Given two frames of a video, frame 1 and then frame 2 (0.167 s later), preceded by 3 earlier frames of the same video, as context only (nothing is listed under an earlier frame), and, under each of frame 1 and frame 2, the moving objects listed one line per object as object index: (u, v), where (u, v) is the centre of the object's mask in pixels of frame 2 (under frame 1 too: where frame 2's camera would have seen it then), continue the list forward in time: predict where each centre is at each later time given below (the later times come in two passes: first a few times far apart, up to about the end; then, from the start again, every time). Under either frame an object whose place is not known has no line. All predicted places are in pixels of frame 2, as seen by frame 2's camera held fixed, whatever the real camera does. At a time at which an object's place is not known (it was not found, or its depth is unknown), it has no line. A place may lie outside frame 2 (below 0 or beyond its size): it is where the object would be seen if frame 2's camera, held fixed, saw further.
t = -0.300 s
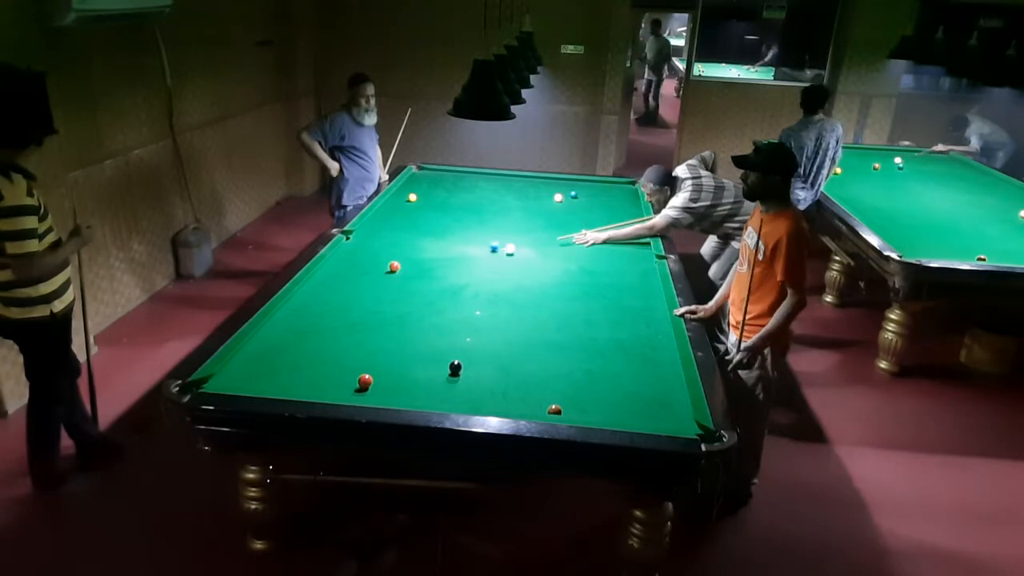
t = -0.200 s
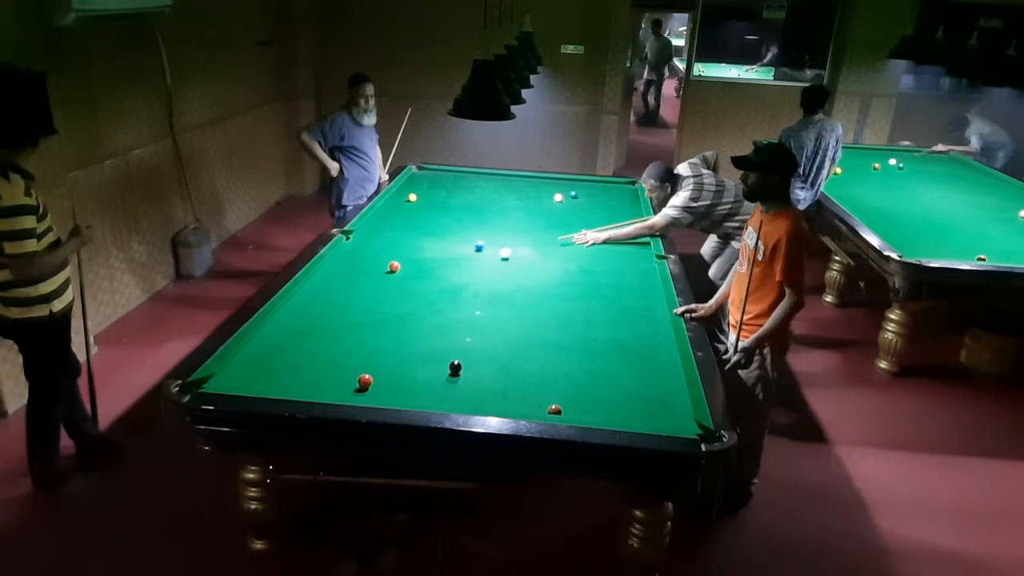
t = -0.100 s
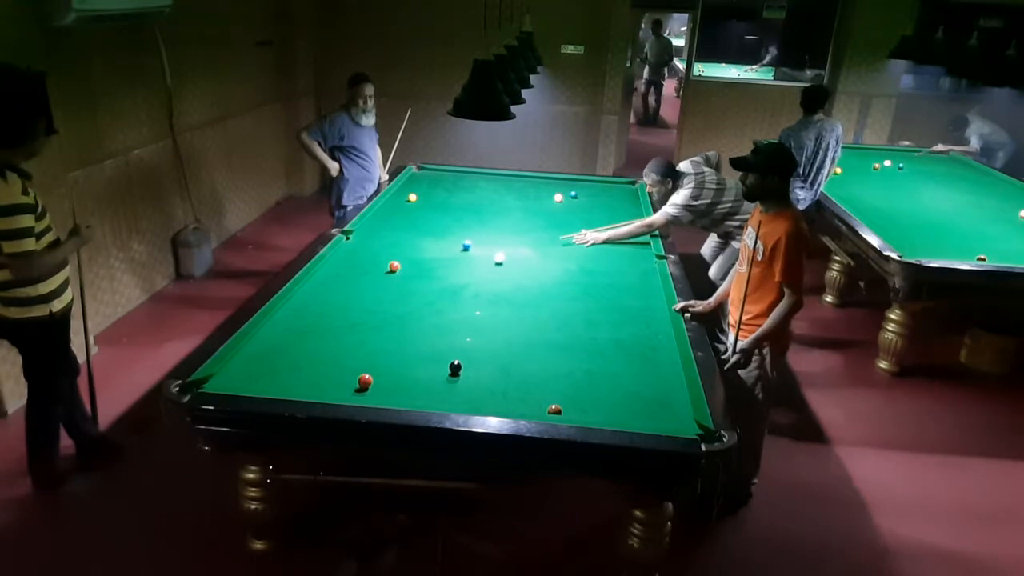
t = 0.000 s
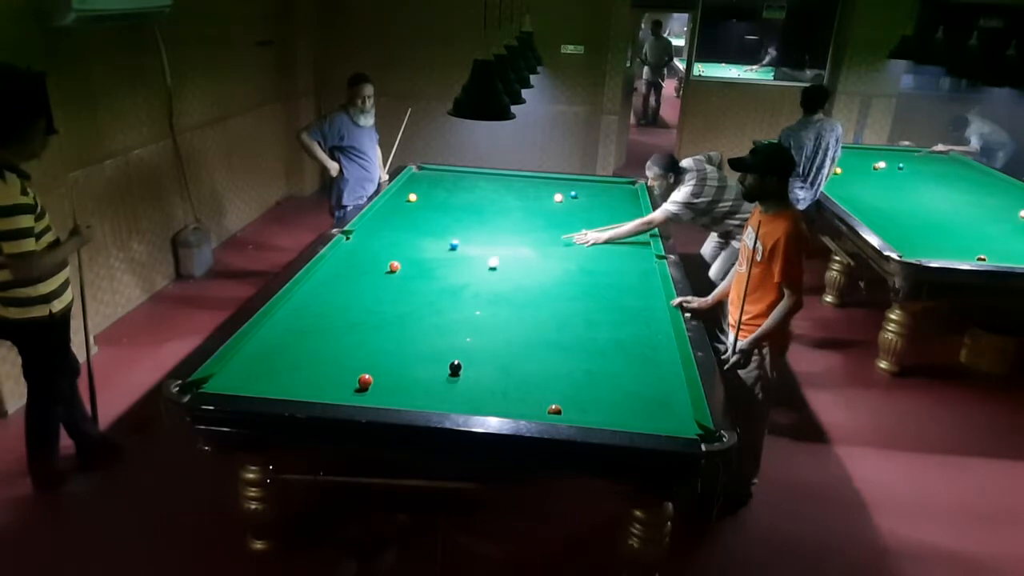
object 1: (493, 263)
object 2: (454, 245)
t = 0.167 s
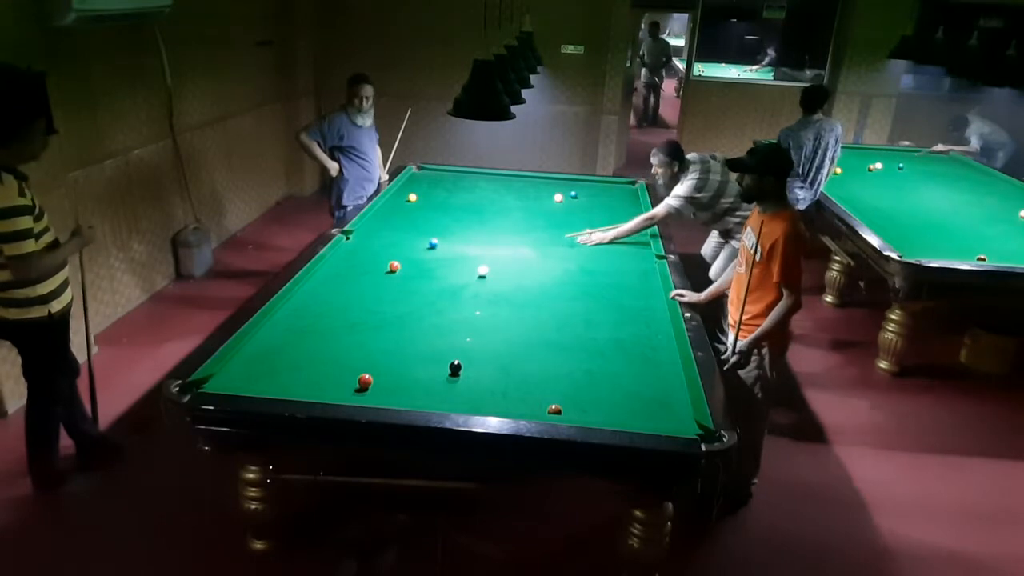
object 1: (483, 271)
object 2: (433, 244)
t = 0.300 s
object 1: (474, 278)
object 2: (417, 243)
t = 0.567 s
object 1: (457, 292)
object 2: (387, 241)
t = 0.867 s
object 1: (436, 309)
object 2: (353, 239)
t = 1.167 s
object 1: (414, 327)
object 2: (365, 237)
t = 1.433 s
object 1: (393, 343)
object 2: (379, 235)
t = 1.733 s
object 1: (368, 364)
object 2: (392, 233)
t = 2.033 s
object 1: (341, 384)
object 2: (403, 232)
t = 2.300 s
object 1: (332, 384)
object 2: (412, 230)
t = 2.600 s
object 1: (334, 369)
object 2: (420, 230)
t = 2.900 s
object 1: (334, 357)
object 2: (427, 229)
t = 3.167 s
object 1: (335, 348)
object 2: (431, 228)
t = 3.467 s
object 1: (336, 339)
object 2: (435, 228)
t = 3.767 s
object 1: (337, 332)
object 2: (437, 228)
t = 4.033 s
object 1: (337, 327)
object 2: (438, 229)
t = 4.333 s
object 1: (338, 322)
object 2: (438, 228)
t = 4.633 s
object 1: (338, 319)
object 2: (438, 229)
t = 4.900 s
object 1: (338, 317)
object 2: (438, 229)
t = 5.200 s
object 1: (338, 315)
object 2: (438, 229)
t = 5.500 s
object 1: (338, 315)
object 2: (438, 228)
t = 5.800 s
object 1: (339, 314)
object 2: (438, 228)
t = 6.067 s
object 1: (339, 314)
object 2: (438, 228)
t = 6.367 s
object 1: (339, 314)
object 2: (438, 229)
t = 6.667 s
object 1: (339, 314)
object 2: (438, 229)
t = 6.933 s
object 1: (339, 314)
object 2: (438, 228)
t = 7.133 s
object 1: (339, 314)
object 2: (438, 228)
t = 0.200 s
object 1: (481, 273)
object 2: (429, 244)
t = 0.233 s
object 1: (479, 275)
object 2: (425, 243)
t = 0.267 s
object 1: (476, 276)
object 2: (421, 243)
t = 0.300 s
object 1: (474, 278)
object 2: (417, 243)
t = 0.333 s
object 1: (472, 279)
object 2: (413, 242)
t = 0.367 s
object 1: (470, 281)
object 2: (409, 242)
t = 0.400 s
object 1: (467, 283)
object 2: (406, 242)
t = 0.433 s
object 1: (466, 285)
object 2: (401, 242)
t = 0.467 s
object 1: (463, 287)
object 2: (397, 242)
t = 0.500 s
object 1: (461, 288)
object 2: (394, 242)
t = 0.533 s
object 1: (459, 290)
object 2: (390, 241)
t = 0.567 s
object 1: (457, 292)
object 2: (387, 241)
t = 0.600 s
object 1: (454, 294)
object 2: (383, 241)
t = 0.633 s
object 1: (452, 296)
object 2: (379, 241)
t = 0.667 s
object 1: (450, 298)
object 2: (376, 241)
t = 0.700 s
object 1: (447, 300)
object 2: (371, 240)
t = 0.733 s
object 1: (445, 302)
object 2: (368, 240)
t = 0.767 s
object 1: (442, 304)
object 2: (365, 240)
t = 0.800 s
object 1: (440, 306)
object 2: (361, 240)
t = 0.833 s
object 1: (438, 308)
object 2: (357, 239)
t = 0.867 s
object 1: (436, 309)
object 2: (353, 239)
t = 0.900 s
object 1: (433, 312)
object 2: (350, 239)
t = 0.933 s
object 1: (431, 312)
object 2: (352, 239)
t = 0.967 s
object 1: (428, 316)
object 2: (354, 238)
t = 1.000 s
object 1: (426, 317)
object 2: (356, 238)
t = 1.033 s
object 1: (424, 319)
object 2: (357, 238)
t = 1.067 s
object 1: (422, 321)
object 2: (359, 238)
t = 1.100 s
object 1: (419, 323)
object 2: (362, 237)
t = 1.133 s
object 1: (416, 324)
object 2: (363, 237)
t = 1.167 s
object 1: (414, 327)
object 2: (365, 237)
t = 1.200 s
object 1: (411, 329)
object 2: (367, 237)
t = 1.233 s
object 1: (409, 331)
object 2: (368, 236)
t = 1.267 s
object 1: (406, 333)
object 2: (370, 236)
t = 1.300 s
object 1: (404, 335)
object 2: (372, 236)
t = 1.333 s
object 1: (401, 337)
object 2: (374, 236)
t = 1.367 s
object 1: (398, 339)
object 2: (375, 236)
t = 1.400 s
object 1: (396, 341)
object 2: (377, 235)
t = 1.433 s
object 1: (393, 343)
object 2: (379, 235)
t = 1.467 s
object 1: (391, 345)
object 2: (380, 235)
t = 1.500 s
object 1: (388, 348)
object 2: (382, 235)
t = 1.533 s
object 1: (385, 350)
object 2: (383, 234)
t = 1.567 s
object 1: (382, 352)
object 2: (384, 234)
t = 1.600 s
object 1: (380, 354)
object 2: (386, 234)
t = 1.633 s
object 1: (376, 358)
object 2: (388, 234)
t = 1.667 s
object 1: (374, 359)
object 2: (389, 234)
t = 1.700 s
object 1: (371, 361)
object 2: (390, 233)
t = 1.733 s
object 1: (368, 364)
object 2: (392, 233)
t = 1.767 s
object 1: (365, 365)
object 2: (393, 233)
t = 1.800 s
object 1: (362, 367)
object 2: (394, 233)
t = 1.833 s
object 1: (359, 370)
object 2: (396, 232)
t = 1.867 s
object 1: (356, 372)
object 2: (397, 232)
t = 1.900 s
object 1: (353, 375)
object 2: (398, 232)
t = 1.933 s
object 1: (351, 377)
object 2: (399, 232)
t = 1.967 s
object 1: (347, 379)
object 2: (401, 232)
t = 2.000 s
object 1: (344, 382)
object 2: (402, 232)
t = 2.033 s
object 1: (341, 384)
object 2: (403, 232)
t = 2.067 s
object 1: (338, 387)
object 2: (404, 231)
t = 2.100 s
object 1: (336, 388)
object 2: (405, 231)
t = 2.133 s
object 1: (333, 389)
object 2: (406, 231)
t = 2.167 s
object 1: (332, 389)
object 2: (407, 231)
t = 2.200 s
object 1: (332, 388)
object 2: (408, 231)
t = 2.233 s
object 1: (332, 386)
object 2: (410, 231)
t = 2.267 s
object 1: (332, 386)
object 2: (411, 231)
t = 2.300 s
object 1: (332, 384)
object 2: (412, 230)
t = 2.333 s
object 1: (333, 382)
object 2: (413, 230)
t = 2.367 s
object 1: (333, 380)
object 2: (413, 230)
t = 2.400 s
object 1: (333, 379)
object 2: (415, 230)
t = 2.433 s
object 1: (333, 377)
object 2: (415, 230)
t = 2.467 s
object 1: (333, 376)
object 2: (416, 230)
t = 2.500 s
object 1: (333, 374)
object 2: (417, 230)
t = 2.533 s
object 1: (333, 372)
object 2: (418, 230)
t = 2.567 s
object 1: (333, 371)
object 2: (419, 230)
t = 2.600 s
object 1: (334, 369)
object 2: (420, 230)
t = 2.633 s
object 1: (334, 368)
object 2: (420, 230)
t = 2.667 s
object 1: (334, 366)
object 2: (421, 229)
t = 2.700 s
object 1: (334, 365)
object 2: (422, 229)
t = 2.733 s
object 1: (334, 363)
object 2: (423, 229)
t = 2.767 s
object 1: (334, 362)
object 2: (424, 229)
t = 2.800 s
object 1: (334, 361)
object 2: (424, 229)
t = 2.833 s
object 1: (334, 359)
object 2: (425, 229)
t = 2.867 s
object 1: (334, 358)
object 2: (426, 229)
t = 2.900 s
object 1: (334, 357)
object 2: (427, 229)
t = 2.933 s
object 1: (335, 356)
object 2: (427, 229)
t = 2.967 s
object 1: (335, 355)
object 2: (428, 229)
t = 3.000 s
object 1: (335, 353)
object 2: (428, 229)
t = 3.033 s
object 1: (335, 352)
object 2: (429, 229)
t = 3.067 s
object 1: (335, 351)
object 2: (430, 229)
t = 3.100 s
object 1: (335, 350)
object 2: (430, 229)
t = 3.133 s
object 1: (335, 349)
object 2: (431, 228)
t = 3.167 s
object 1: (335, 348)
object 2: (431, 228)
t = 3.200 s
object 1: (335, 347)
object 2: (432, 228)
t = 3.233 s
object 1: (335, 346)
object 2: (432, 228)
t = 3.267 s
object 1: (336, 345)
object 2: (433, 228)
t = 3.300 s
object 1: (336, 344)
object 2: (433, 228)
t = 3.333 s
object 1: (336, 343)
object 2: (433, 228)
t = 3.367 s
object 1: (336, 342)
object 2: (434, 228)
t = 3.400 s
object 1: (336, 341)
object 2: (434, 228)
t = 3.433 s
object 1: (336, 340)
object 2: (434, 228)
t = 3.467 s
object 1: (336, 339)
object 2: (435, 228)
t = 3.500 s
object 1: (336, 339)
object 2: (435, 228)
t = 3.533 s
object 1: (336, 338)
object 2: (435, 228)
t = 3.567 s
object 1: (336, 337)
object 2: (436, 228)
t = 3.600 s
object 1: (337, 336)
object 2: (436, 228)
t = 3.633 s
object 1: (337, 335)
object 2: (436, 228)
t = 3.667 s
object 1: (337, 335)
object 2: (437, 228)
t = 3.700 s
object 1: (337, 334)
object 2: (437, 228)
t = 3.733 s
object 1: (337, 333)
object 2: (437, 228)
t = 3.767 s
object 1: (337, 332)
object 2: (437, 228)
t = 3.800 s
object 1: (337, 331)
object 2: (437, 228)
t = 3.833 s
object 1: (337, 331)
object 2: (438, 228)
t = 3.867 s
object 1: (337, 330)
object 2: (438, 228)
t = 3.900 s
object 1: (337, 330)
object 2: (438, 228)
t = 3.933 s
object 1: (337, 329)
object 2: (438, 228)
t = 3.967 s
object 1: (337, 328)
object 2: (438, 228)
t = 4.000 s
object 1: (337, 328)
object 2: (438, 228)
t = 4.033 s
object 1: (337, 327)
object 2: (438, 229)
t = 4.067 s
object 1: (337, 326)
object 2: (438, 228)
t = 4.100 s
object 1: (337, 326)
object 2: (438, 229)
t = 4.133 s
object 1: (337, 325)
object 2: (438, 229)
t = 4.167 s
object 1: (337, 325)
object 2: (438, 229)
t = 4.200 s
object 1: (337, 324)
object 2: (438, 229)
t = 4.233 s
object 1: (337, 324)
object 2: (438, 228)
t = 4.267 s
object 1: (337, 324)
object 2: (438, 229)
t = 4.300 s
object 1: (338, 323)
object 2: (438, 229)
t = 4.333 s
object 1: (338, 322)
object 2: (438, 228)
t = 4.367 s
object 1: (338, 322)
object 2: (438, 229)
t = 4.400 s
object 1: (338, 321)
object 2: (438, 229)
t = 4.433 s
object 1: (338, 321)
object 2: (438, 228)
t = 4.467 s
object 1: (338, 321)
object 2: (438, 229)
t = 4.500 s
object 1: (338, 320)
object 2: (438, 229)
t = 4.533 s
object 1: (338, 320)
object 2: (438, 229)
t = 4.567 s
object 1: (338, 320)
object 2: (438, 229)
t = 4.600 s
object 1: (338, 319)
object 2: (438, 229)
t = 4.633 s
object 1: (338, 319)
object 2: (438, 229)
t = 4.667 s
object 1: (338, 319)
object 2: (438, 228)
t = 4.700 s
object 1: (338, 319)
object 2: (438, 229)
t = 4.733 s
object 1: (338, 318)
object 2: (438, 228)
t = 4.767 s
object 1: (338, 318)
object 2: (438, 228)
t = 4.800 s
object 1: (338, 317)
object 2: (438, 229)
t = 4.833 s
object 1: (338, 317)
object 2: (438, 229)
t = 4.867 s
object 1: (338, 317)
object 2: (438, 229)
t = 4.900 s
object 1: (338, 317)
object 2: (438, 229)
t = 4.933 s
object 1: (338, 316)
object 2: (438, 229)
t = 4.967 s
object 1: (338, 316)
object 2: (438, 229)
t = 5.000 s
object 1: (338, 316)
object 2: (438, 229)
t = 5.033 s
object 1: (338, 316)
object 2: (438, 229)
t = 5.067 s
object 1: (338, 316)
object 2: (438, 229)
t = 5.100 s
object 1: (338, 316)
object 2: (438, 229)
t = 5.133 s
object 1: (338, 315)
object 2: (438, 229)
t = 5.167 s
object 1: (338, 315)
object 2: (438, 229)
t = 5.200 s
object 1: (338, 315)
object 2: (438, 229)
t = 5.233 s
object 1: (338, 315)
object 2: (438, 228)
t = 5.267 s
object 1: (338, 315)
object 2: (438, 229)
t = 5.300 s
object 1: (338, 315)
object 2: (438, 229)
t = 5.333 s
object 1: (338, 315)
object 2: (438, 229)
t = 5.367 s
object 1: (338, 315)
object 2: (438, 229)
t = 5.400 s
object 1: (338, 315)
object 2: (438, 229)
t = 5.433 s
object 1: (338, 315)
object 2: (438, 229)
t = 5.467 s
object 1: (338, 315)
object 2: (438, 228)
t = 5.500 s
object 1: (338, 315)
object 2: (438, 228)
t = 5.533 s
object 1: (338, 315)
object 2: (438, 228)
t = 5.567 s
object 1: (338, 315)
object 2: (438, 228)
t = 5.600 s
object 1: (338, 314)
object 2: (438, 228)
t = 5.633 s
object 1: (338, 314)
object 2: (438, 228)
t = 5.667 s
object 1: (338, 314)
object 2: (438, 228)
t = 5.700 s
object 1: (339, 314)
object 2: (438, 228)
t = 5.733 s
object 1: (339, 314)
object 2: (438, 228)
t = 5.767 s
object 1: (339, 314)
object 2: (438, 228)
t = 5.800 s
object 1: (339, 314)
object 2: (438, 228)
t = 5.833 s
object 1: (339, 314)
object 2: (438, 229)
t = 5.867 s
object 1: (339, 314)
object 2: (438, 228)
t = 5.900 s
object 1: (339, 314)
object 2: (438, 229)
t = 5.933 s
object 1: (339, 314)
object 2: (438, 228)
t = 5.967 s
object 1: (339, 314)
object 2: (438, 228)
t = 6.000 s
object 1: (339, 314)
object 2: (438, 228)
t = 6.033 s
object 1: (339, 314)
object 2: (438, 228)
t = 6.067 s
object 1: (339, 314)
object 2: (438, 228)
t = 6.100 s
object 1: (339, 314)
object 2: (438, 228)
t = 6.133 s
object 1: (339, 314)
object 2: (438, 228)
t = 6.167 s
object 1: (339, 314)
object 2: (438, 228)
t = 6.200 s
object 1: (339, 314)
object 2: (438, 229)
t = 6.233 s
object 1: (339, 314)
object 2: (438, 228)
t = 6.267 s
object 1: (339, 314)
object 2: (438, 228)
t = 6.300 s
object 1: (339, 314)
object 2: (438, 228)
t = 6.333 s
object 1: (339, 314)
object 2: (438, 229)
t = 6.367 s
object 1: (339, 314)
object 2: (438, 229)
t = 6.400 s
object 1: (339, 314)
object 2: (438, 228)
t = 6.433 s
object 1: (339, 314)
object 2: (438, 229)
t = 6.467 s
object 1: (339, 314)
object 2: (438, 228)
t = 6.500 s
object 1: (339, 314)
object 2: (438, 228)
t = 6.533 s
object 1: (339, 314)
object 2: (438, 229)
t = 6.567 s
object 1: (339, 314)
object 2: (438, 228)
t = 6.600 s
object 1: (339, 314)
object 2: (438, 228)
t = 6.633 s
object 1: (339, 314)
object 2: (438, 228)
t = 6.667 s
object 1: (339, 314)
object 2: (438, 229)
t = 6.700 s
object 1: (339, 314)
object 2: (438, 228)
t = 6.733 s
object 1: (339, 314)
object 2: (438, 229)
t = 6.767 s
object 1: (339, 314)
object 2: (438, 228)
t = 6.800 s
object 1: (339, 314)
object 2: (438, 228)
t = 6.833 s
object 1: (339, 314)
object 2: (438, 229)
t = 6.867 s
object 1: (339, 314)
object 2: (438, 229)
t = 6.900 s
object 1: (339, 314)
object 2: (438, 229)
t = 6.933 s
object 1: (339, 314)
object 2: (438, 228)
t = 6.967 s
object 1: (339, 314)
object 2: (438, 228)
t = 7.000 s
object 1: (339, 314)
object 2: (438, 229)
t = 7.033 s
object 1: (339, 314)
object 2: (438, 228)
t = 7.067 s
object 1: (339, 314)
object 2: (438, 228)
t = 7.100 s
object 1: (339, 314)
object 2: (438, 228)
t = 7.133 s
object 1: (339, 314)
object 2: (438, 228)
